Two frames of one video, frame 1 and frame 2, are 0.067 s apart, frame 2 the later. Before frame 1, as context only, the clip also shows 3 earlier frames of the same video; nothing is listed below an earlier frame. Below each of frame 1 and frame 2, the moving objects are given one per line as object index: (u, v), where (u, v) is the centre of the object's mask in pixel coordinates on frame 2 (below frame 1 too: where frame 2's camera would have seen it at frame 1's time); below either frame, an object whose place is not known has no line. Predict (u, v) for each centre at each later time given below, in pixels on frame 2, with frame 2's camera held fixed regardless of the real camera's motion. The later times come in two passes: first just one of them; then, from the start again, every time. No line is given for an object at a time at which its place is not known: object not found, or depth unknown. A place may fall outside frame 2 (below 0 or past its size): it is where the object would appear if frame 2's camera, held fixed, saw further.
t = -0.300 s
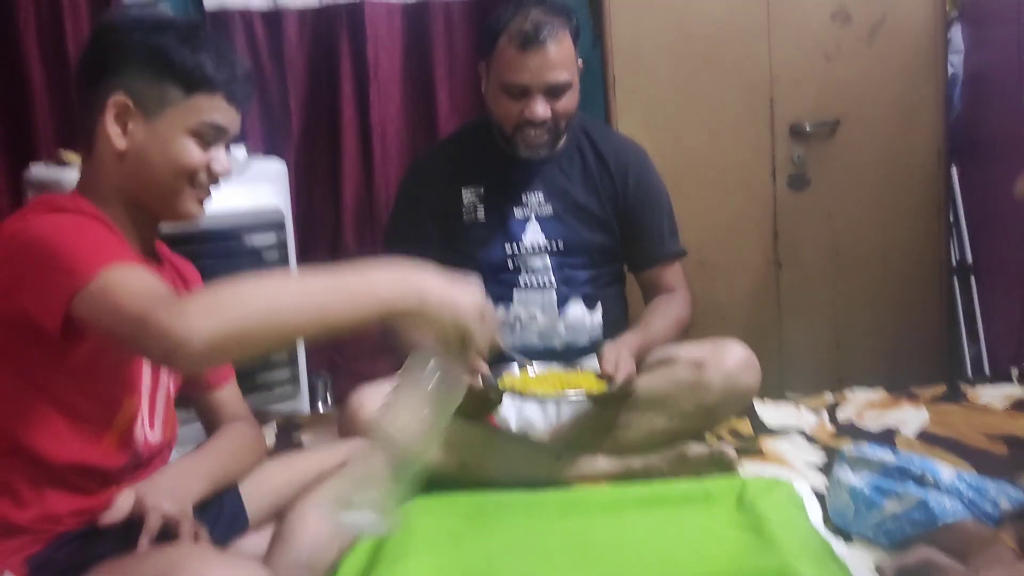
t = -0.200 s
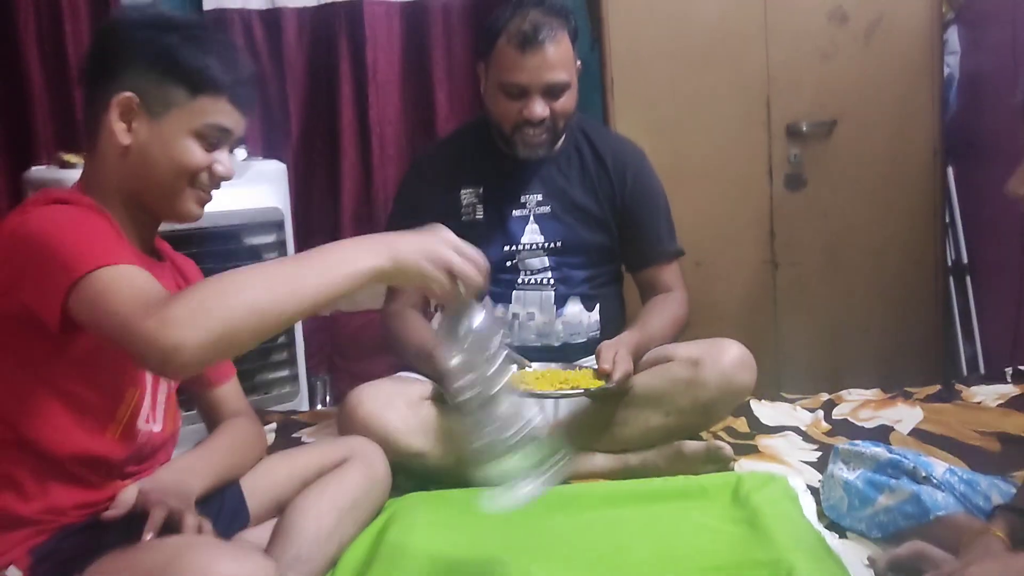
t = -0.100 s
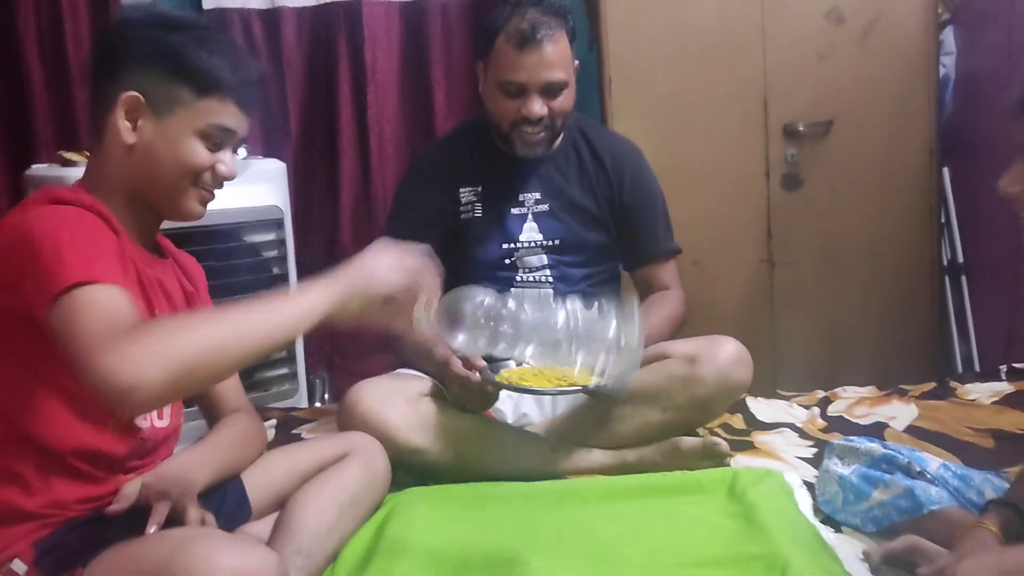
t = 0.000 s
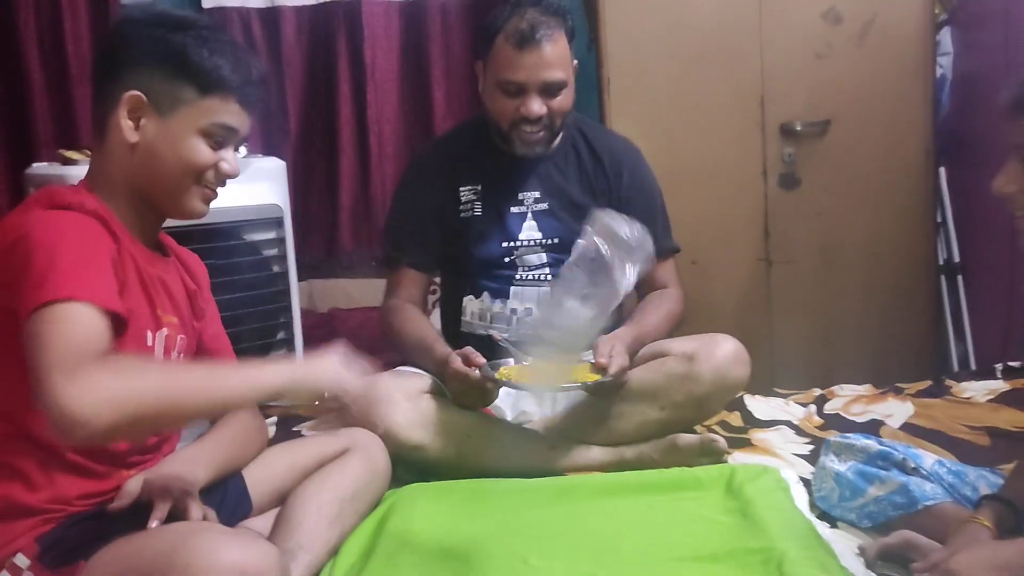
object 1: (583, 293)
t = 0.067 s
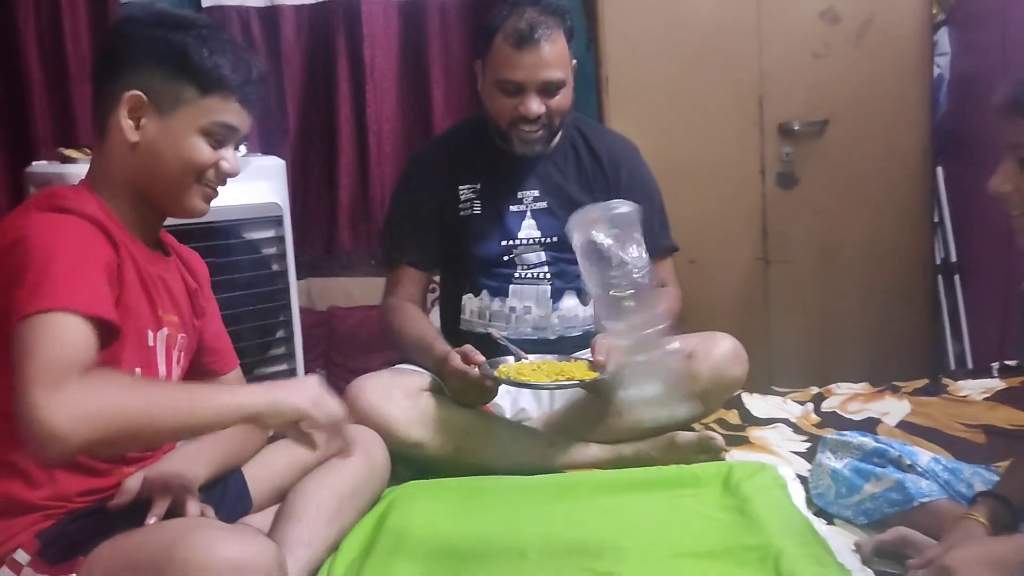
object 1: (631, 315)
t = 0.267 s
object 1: (666, 400)
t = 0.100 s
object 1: (651, 302)
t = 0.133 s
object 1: (676, 308)
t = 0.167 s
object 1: (683, 312)
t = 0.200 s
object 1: (682, 330)
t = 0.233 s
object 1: (680, 361)
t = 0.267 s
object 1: (666, 400)
